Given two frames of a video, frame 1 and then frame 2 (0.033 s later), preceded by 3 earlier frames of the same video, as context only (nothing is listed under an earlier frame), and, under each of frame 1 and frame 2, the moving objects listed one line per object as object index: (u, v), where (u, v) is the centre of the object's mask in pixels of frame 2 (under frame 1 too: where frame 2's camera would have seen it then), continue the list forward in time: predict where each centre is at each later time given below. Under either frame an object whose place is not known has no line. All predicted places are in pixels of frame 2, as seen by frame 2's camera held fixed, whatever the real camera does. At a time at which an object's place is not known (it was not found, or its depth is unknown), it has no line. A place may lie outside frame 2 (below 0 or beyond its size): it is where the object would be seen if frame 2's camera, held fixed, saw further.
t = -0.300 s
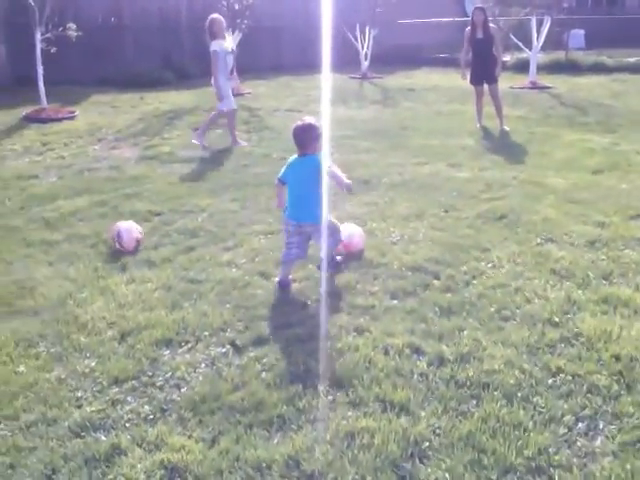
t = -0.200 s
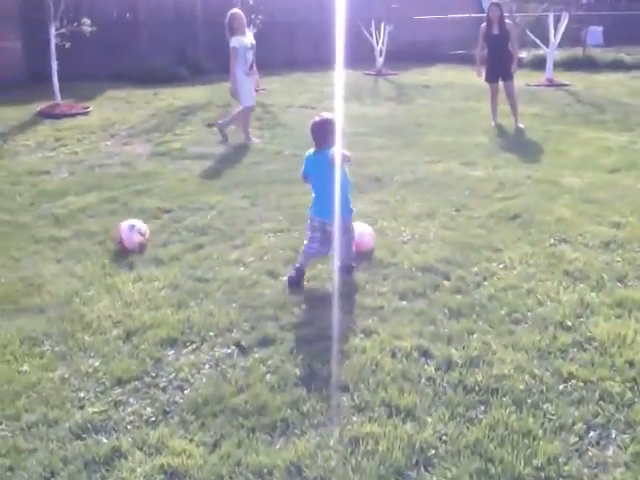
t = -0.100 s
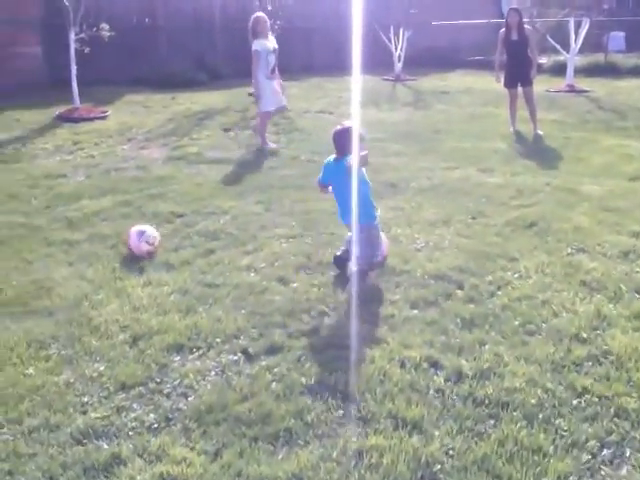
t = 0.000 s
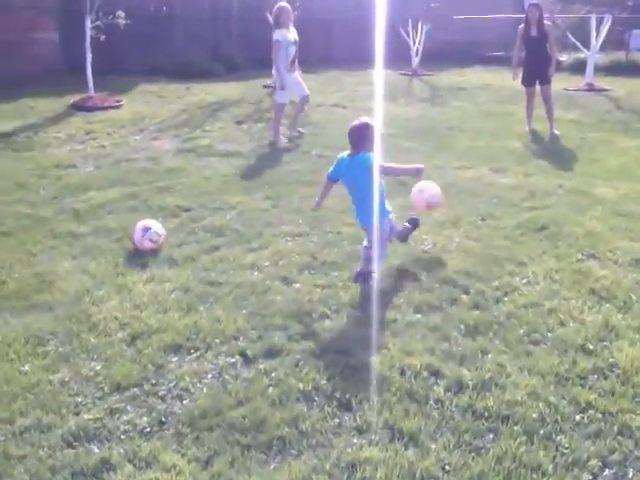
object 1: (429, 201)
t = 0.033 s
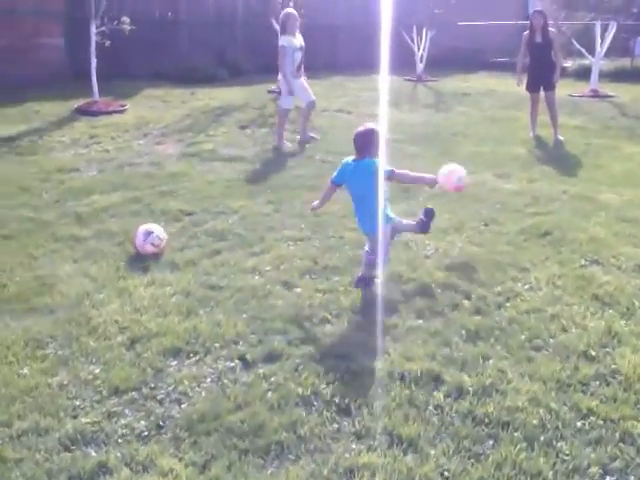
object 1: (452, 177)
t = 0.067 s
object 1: (474, 159)
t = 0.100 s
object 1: (494, 144)
